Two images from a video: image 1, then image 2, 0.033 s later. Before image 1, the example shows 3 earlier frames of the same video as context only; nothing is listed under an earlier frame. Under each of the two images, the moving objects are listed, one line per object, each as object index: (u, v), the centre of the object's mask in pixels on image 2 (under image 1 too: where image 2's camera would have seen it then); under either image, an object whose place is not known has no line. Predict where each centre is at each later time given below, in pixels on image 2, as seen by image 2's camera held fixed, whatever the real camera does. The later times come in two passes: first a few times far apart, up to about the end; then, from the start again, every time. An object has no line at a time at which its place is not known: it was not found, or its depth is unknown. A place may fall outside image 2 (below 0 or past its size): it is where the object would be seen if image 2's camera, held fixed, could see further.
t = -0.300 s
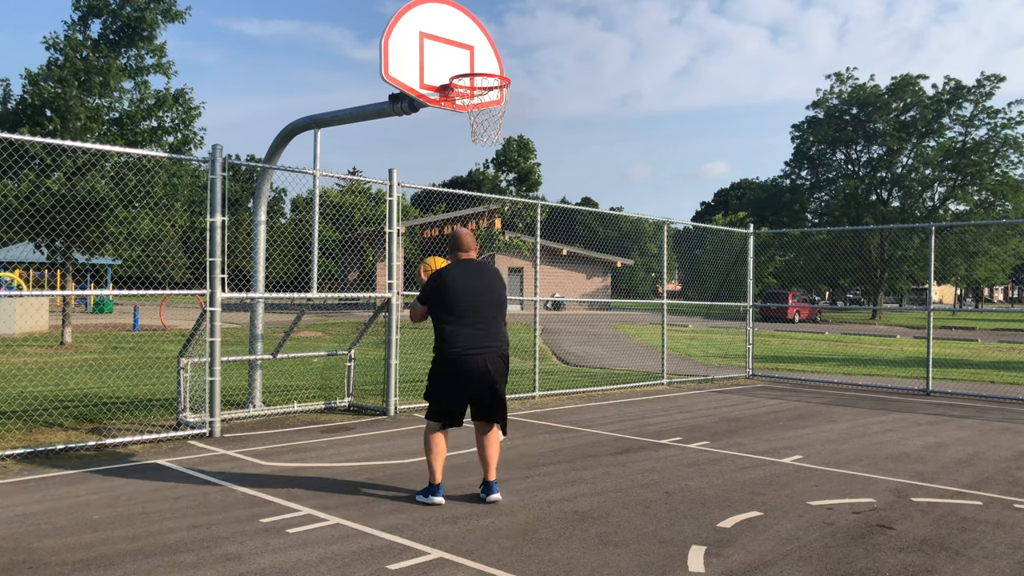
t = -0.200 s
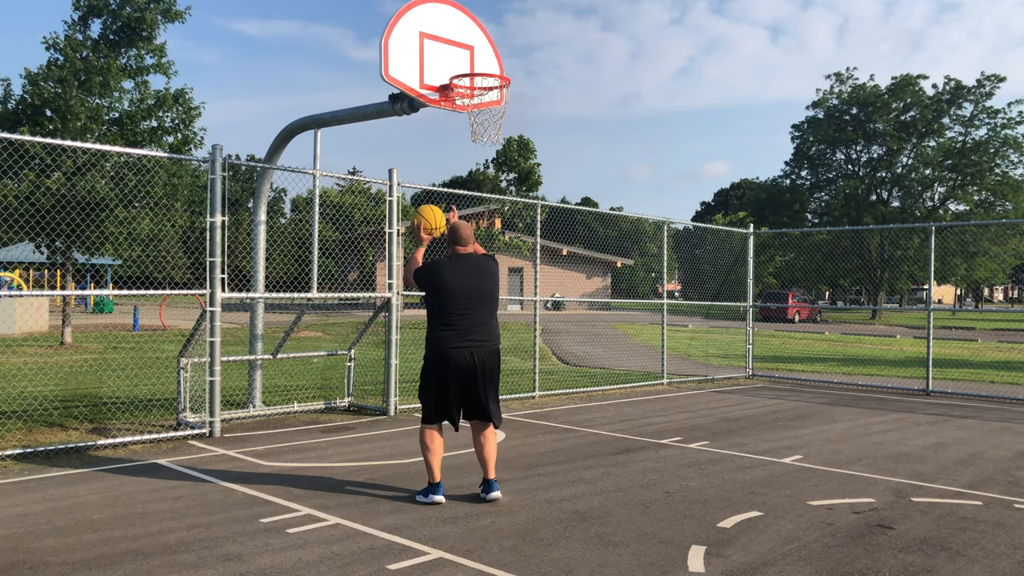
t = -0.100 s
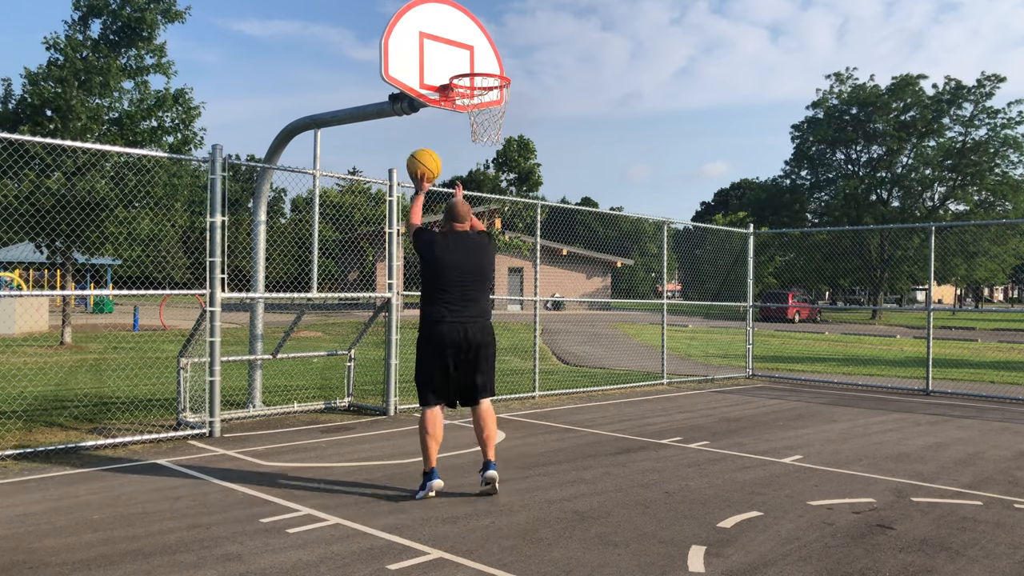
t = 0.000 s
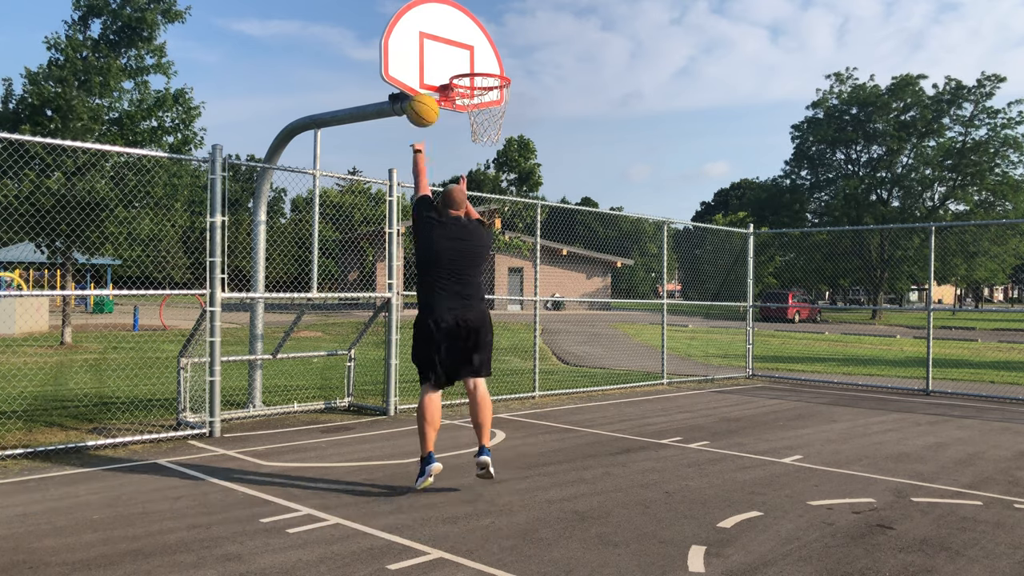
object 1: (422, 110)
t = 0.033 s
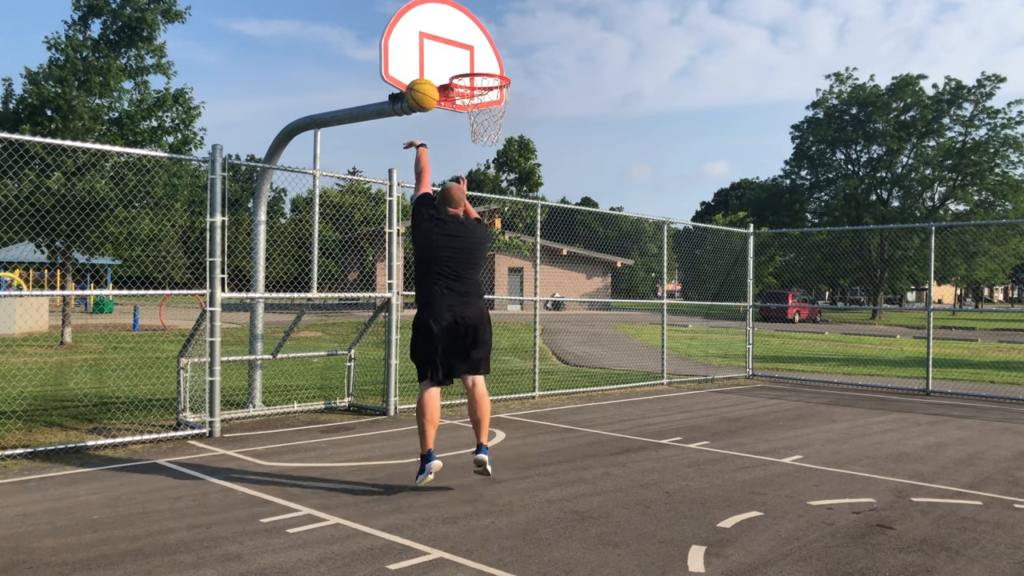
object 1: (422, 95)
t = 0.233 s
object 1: (419, 42)
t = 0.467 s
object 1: (454, 49)
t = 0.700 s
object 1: (486, 54)
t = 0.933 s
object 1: (503, 59)
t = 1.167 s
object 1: (510, 65)
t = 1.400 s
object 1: (521, 80)
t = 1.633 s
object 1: (530, 151)
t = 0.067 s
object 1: (421, 82)
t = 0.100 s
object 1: (421, 70)
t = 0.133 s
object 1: (420, 61)
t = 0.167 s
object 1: (420, 53)
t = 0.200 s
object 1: (420, 47)
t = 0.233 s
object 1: (419, 42)
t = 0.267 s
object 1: (419, 39)
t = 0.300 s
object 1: (419, 38)
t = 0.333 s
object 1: (426, 37)
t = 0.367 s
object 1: (433, 38)
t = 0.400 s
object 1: (440, 40)
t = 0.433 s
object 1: (447, 44)
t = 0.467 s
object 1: (454, 49)
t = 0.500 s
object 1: (461, 56)
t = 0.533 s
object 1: (466, 59)
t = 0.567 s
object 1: (470, 56)
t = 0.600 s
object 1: (474, 53)
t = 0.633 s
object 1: (478, 52)
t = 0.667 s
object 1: (482, 52)
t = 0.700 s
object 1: (486, 54)
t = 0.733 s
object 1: (490, 57)
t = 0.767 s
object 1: (494, 60)
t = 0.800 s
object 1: (496, 60)
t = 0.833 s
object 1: (498, 58)
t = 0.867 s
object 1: (499, 57)
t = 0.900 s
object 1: (501, 57)
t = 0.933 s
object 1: (503, 59)
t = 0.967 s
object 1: (504, 61)
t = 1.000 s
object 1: (506, 64)
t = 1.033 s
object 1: (507, 63)
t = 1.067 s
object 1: (508, 61)
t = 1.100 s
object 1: (508, 61)
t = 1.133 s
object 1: (509, 62)
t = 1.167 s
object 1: (510, 65)
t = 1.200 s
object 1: (511, 67)
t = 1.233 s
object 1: (512, 67)
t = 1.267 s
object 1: (514, 67)
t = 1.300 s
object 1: (515, 68)
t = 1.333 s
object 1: (517, 70)
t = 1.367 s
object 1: (519, 74)
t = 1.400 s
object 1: (521, 80)
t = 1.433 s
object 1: (522, 86)
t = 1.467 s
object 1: (523, 94)
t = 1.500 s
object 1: (524, 103)
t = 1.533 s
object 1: (525, 113)
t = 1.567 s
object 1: (527, 125)
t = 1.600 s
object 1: (528, 137)
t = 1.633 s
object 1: (530, 151)
